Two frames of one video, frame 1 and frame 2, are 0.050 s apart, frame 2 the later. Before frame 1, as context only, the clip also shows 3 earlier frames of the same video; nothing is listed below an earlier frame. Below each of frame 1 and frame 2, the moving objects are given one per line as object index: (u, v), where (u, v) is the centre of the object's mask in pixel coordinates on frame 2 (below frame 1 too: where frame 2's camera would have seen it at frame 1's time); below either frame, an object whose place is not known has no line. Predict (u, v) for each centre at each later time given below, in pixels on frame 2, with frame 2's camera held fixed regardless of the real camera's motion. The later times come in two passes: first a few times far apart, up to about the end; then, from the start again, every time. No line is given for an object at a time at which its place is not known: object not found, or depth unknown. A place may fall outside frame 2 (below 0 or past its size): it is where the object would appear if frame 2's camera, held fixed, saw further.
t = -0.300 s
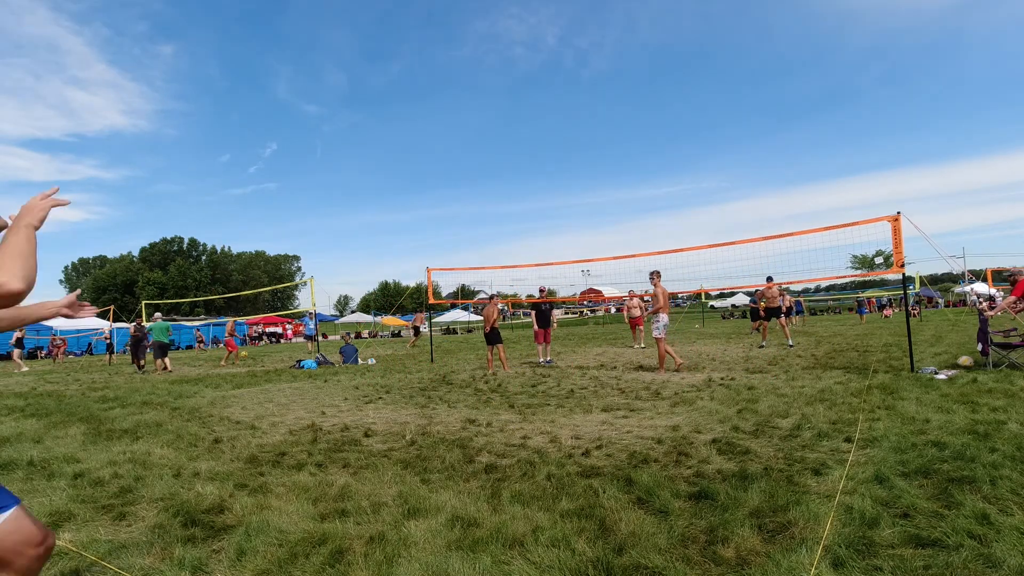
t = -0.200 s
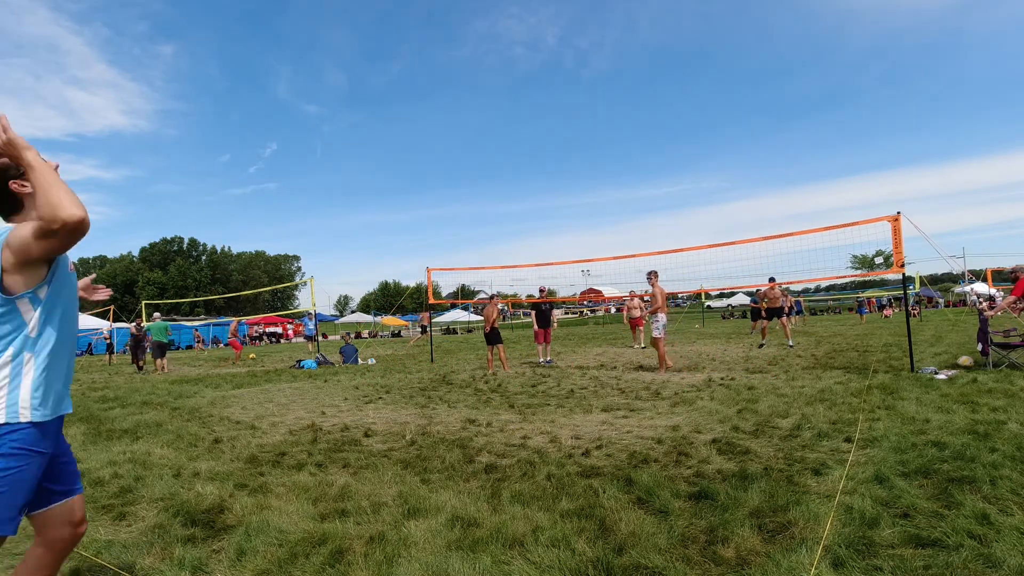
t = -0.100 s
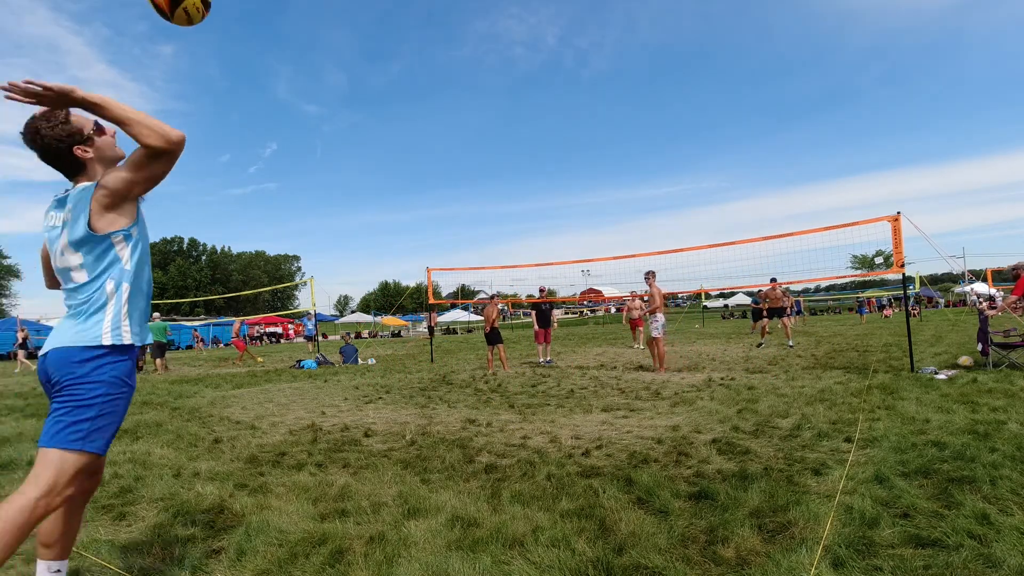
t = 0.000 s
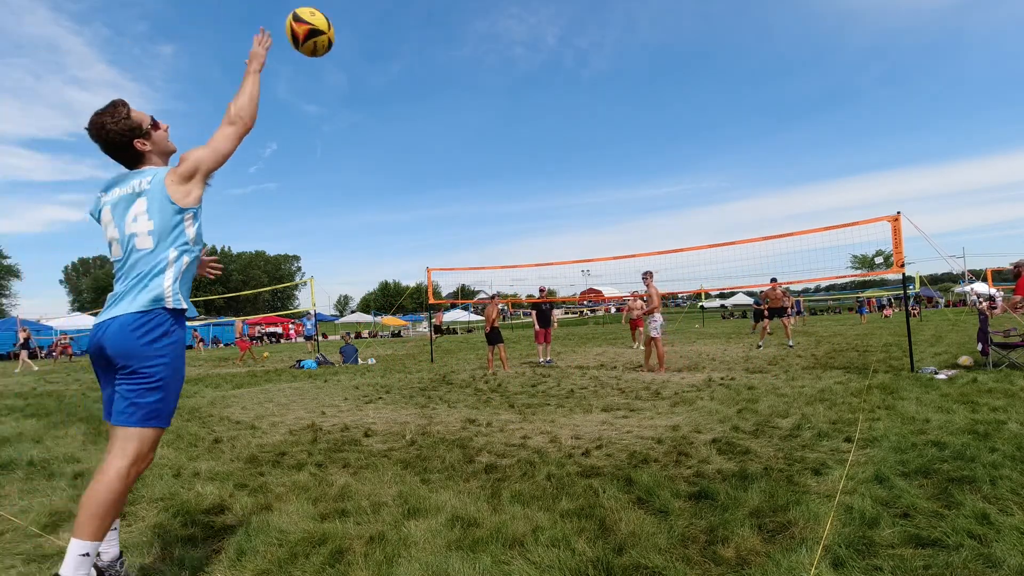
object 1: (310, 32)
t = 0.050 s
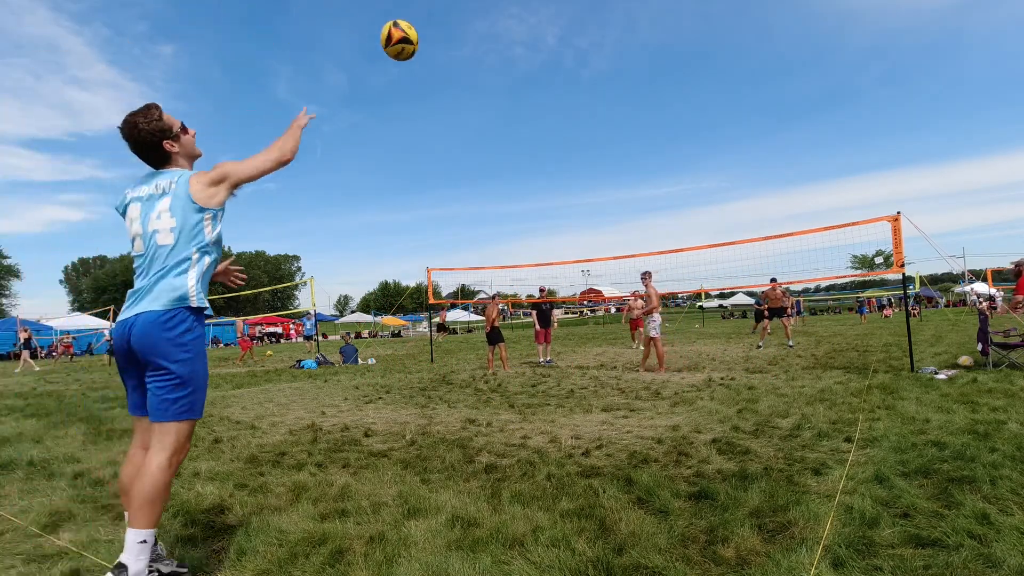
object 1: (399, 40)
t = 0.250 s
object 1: (565, 75)
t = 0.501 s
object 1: (643, 133)
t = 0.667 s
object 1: (667, 172)
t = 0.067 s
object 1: (422, 43)
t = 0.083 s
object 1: (442, 46)
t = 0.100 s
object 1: (460, 48)
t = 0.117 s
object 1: (477, 51)
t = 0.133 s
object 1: (491, 54)
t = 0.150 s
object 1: (504, 57)
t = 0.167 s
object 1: (517, 60)
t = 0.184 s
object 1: (528, 63)
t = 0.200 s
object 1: (538, 66)
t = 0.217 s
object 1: (548, 69)
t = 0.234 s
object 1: (557, 72)
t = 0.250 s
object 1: (565, 75)
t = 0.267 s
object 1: (573, 78)
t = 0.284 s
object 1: (580, 82)
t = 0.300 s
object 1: (587, 86)
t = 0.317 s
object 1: (593, 89)
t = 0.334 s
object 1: (599, 93)
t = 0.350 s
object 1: (605, 97)
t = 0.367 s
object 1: (610, 101)
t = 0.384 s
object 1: (615, 105)
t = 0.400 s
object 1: (620, 109)
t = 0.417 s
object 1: (625, 113)
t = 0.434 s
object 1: (628, 117)
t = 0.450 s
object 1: (632, 121)
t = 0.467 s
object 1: (636, 125)
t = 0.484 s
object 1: (640, 129)
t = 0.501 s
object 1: (643, 133)
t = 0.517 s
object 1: (646, 137)
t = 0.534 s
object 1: (649, 141)
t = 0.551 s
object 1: (652, 145)
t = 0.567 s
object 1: (655, 148)
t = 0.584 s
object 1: (657, 153)
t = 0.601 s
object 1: (659, 157)
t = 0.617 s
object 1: (662, 160)
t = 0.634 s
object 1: (664, 164)
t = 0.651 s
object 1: (666, 168)
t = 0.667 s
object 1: (667, 172)
